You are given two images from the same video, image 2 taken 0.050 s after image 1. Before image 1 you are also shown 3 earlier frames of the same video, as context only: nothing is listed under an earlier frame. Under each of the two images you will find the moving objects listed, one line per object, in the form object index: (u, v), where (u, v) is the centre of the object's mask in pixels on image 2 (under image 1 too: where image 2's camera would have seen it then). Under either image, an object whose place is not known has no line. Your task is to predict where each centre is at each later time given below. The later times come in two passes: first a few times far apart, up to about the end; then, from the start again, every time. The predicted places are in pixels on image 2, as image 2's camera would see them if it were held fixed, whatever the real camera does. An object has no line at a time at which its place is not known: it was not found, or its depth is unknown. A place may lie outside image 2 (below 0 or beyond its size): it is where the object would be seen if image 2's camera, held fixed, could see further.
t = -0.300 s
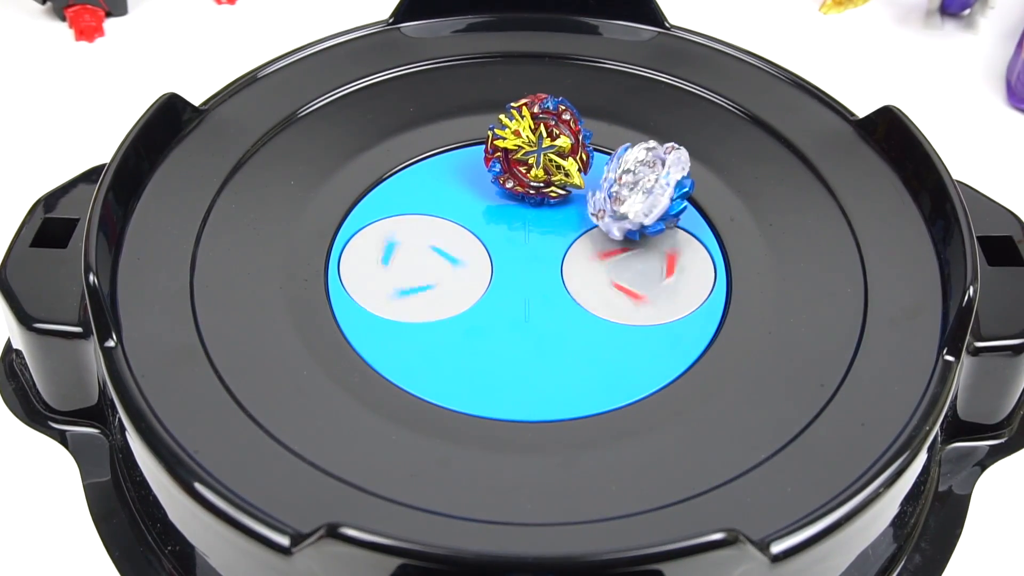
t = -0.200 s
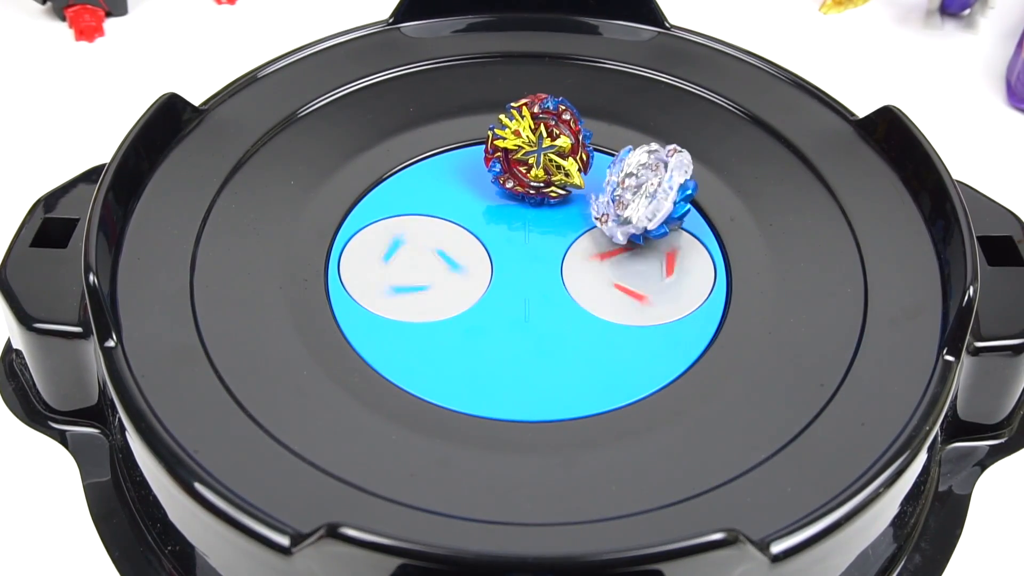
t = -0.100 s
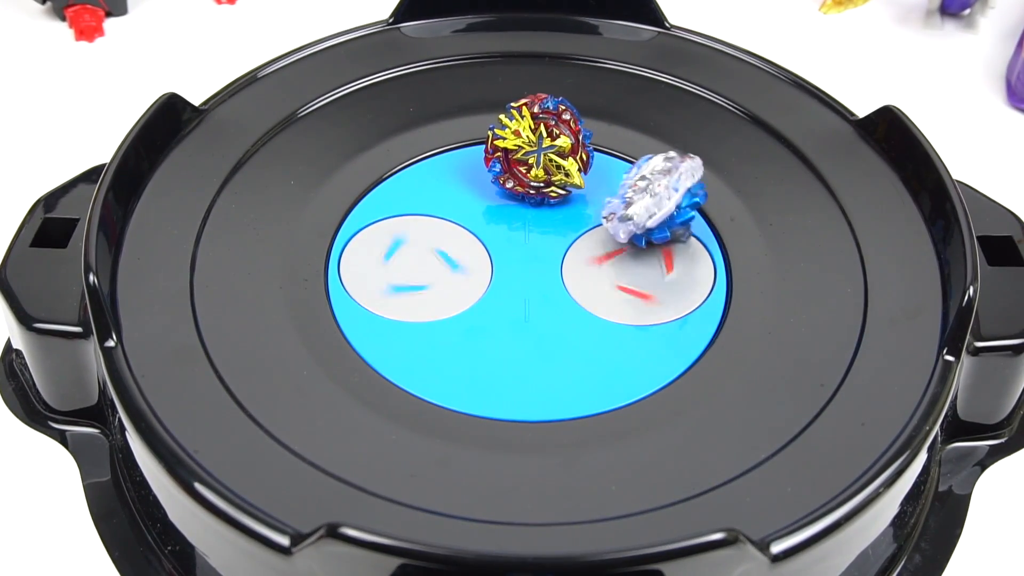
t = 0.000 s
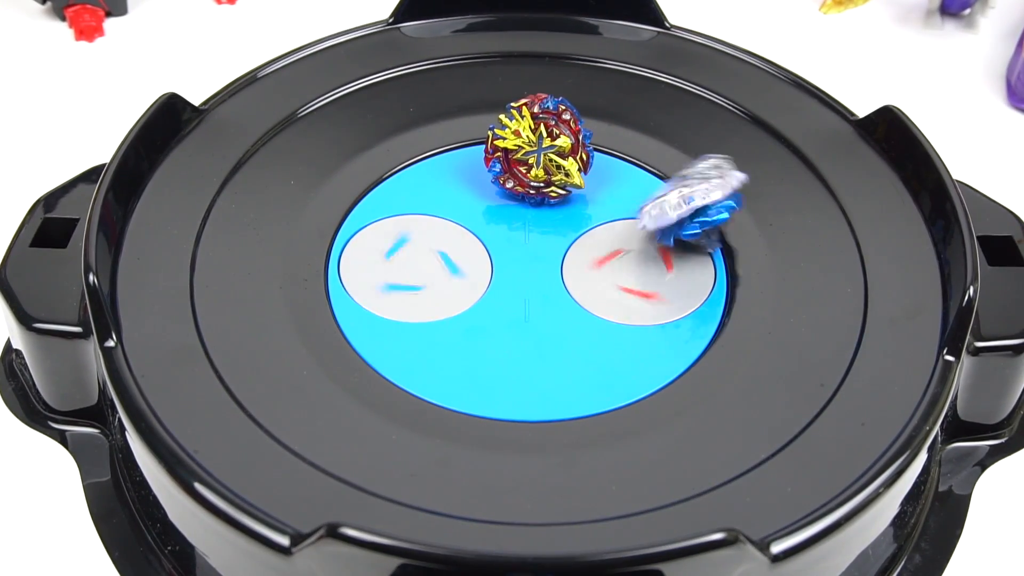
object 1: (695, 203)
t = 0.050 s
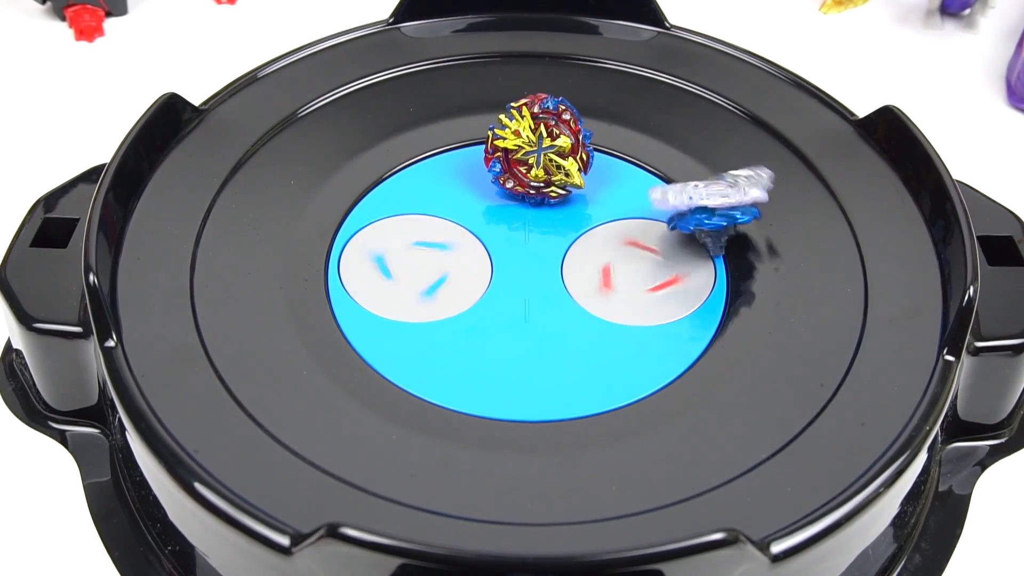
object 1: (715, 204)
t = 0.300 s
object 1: (686, 230)
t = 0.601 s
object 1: (608, 298)
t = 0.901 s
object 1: (598, 301)
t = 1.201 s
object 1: (598, 301)
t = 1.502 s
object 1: (597, 301)
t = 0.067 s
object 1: (717, 206)
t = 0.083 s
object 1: (719, 206)
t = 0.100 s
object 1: (719, 208)
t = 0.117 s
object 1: (718, 209)
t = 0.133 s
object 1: (718, 210)
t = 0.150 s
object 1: (717, 211)
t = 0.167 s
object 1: (715, 213)
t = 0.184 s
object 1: (713, 214)
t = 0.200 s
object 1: (709, 216)
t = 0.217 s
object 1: (705, 218)
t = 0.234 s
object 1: (702, 220)
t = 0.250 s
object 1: (699, 222)
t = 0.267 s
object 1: (695, 223)
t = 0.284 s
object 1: (690, 226)
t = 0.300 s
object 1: (686, 230)
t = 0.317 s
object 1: (682, 231)
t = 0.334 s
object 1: (678, 232)
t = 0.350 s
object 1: (676, 235)
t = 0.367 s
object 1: (673, 240)
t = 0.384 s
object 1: (672, 245)
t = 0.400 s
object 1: (671, 250)
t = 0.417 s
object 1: (669, 256)
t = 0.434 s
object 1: (665, 263)
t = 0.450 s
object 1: (660, 270)
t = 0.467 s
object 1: (656, 276)
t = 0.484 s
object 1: (648, 281)
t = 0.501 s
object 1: (640, 286)
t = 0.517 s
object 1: (634, 289)
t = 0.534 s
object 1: (629, 291)
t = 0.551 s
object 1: (623, 293)
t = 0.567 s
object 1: (617, 295)
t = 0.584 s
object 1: (612, 296)
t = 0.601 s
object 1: (608, 298)
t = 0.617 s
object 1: (605, 300)
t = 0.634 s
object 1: (602, 302)
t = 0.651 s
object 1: (601, 304)
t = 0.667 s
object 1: (600, 305)
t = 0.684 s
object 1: (600, 305)
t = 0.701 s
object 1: (600, 304)
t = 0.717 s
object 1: (600, 303)
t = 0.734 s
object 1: (599, 302)
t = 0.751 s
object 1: (599, 302)
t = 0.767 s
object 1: (599, 301)
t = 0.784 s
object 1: (599, 302)
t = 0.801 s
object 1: (598, 302)
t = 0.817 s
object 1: (598, 302)
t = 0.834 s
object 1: (598, 302)
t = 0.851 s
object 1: (598, 301)
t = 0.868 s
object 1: (598, 301)
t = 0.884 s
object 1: (598, 301)
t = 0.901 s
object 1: (598, 301)
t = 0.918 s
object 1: (598, 301)
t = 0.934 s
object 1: (598, 301)
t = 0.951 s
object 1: (598, 301)
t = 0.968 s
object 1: (598, 301)
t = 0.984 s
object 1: (598, 301)
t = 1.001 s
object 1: (598, 301)
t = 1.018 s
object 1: (598, 301)
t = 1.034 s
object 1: (598, 301)
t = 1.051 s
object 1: (598, 301)
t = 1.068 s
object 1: (598, 301)
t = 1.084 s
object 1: (598, 301)
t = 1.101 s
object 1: (598, 301)
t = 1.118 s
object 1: (598, 301)
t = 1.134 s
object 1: (598, 301)
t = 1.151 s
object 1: (598, 301)
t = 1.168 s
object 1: (598, 301)
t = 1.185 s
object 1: (598, 301)
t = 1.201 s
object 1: (598, 301)
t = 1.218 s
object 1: (598, 301)
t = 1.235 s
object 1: (598, 301)
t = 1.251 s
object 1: (598, 301)
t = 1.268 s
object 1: (598, 301)
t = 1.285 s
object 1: (598, 301)
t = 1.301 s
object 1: (598, 301)
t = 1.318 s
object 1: (598, 301)
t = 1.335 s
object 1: (598, 301)
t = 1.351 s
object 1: (598, 301)
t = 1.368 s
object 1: (598, 301)
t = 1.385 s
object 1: (598, 301)
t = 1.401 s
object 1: (597, 301)
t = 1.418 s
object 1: (597, 301)
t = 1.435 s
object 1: (597, 301)
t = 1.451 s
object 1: (597, 301)
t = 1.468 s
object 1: (597, 301)
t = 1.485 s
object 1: (597, 301)
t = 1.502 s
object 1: (597, 301)
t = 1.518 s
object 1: (597, 301)
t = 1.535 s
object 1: (597, 301)
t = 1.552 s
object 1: (597, 301)
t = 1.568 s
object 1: (597, 301)
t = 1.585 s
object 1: (597, 301)
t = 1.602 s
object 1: (597, 301)
